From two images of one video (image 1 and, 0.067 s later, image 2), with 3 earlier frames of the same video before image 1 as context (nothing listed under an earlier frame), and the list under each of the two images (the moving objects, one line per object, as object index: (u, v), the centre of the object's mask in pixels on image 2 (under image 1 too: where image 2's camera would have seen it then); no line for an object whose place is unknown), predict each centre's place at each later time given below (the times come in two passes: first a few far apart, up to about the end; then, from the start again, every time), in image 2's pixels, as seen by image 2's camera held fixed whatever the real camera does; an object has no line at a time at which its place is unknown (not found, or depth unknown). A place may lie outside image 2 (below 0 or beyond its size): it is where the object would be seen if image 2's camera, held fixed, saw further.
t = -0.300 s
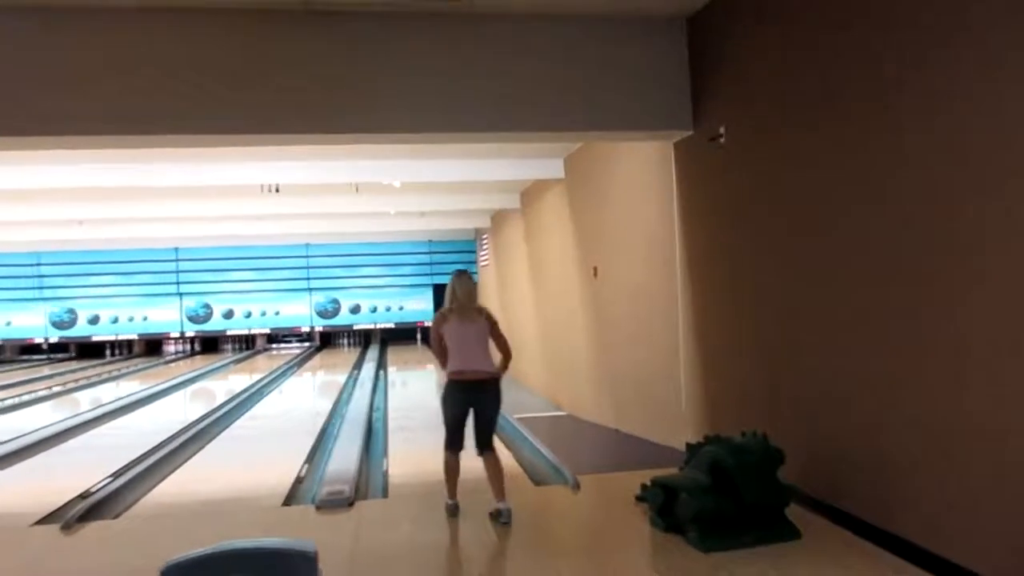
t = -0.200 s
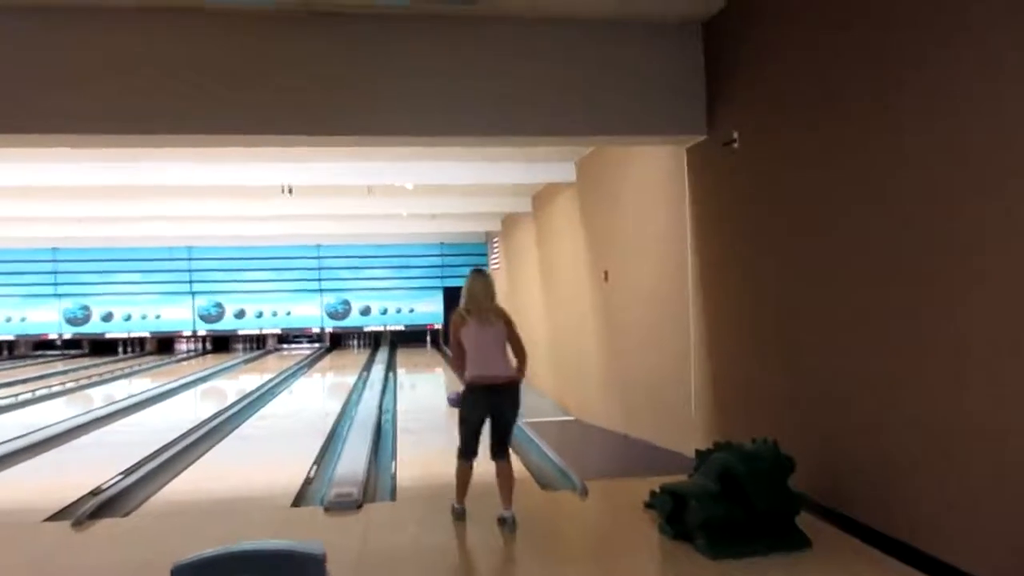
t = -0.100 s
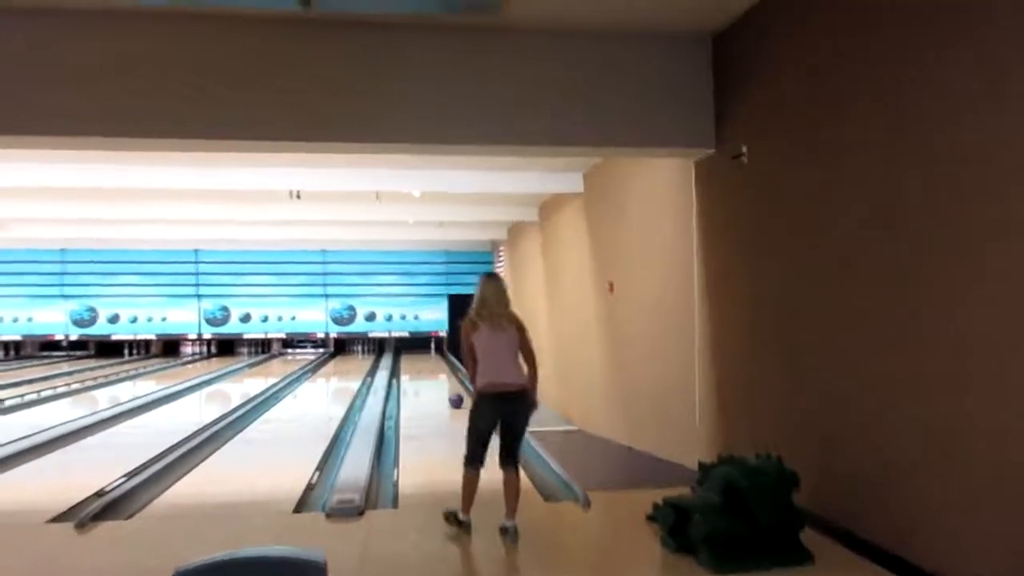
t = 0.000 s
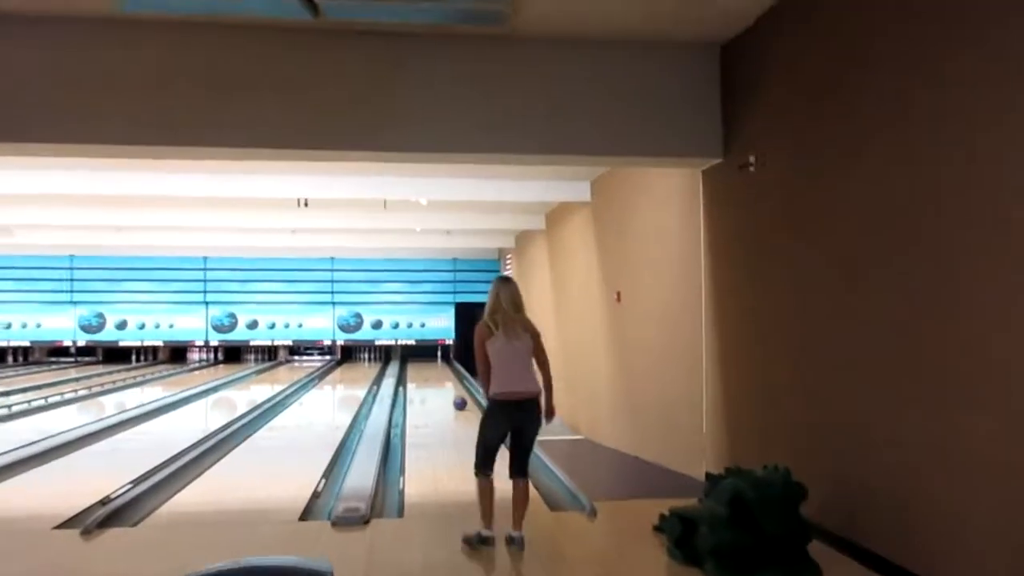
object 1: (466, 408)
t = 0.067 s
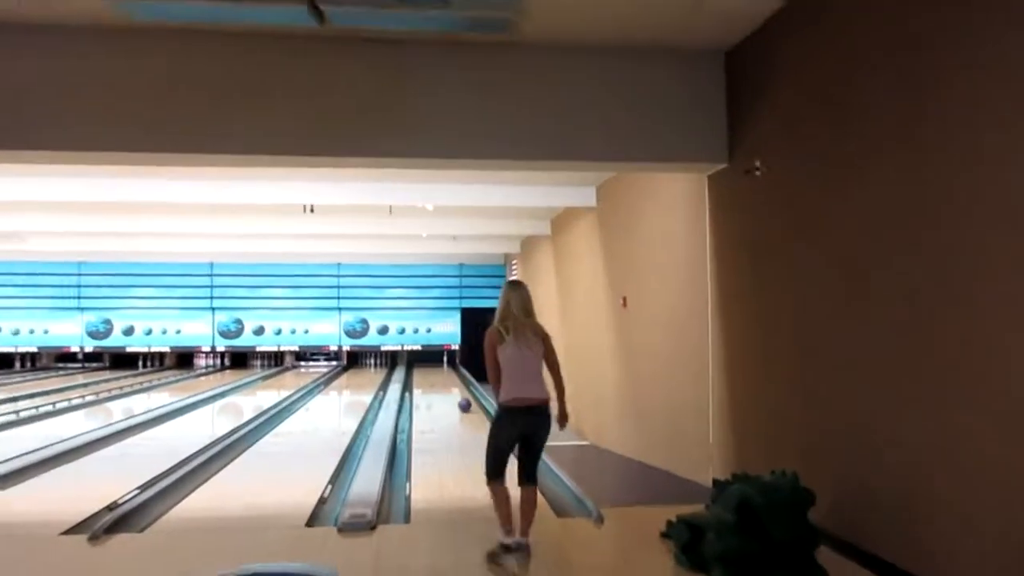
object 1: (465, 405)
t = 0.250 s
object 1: (462, 396)
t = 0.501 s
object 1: (458, 389)
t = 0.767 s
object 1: (455, 382)
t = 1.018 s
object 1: (453, 378)
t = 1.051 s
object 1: (452, 377)
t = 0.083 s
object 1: (465, 404)
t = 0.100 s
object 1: (464, 404)
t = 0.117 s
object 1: (464, 403)
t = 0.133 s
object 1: (464, 402)
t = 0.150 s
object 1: (463, 401)
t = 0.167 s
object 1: (463, 401)
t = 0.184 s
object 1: (463, 400)
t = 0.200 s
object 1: (462, 399)
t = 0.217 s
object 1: (462, 398)
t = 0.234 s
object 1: (462, 398)
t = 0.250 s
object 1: (462, 396)
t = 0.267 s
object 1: (461, 396)
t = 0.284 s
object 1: (461, 396)
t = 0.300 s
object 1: (461, 395)
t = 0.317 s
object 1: (460, 395)
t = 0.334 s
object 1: (460, 394)
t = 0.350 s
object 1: (460, 393)
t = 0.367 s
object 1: (460, 393)
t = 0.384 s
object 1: (459, 392)
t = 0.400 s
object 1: (459, 392)
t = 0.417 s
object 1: (459, 391)
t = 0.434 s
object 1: (458, 391)
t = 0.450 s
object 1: (458, 390)
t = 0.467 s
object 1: (458, 390)
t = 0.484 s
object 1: (458, 389)
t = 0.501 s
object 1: (458, 389)
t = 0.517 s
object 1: (457, 388)
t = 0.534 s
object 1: (457, 388)
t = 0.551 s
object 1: (457, 387)
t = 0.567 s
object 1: (457, 387)
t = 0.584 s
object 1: (457, 386)
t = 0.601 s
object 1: (457, 386)
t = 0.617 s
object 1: (457, 385)
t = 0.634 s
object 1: (457, 385)
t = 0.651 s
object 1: (456, 384)
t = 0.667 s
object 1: (456, 384)
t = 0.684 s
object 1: (456, 384)
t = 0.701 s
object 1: (456, 384)
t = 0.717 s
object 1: (456, 384)
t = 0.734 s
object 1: (455, 383)
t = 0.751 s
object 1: (455, 382)
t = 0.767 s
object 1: (455, 382)
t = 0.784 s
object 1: (455, 382)
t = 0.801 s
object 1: (455, 382)
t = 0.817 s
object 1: (455, 381)
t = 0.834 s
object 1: (454, 381)
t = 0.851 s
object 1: (454, 380)
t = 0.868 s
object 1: (454, 380)
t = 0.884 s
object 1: (454, 379)
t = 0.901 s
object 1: (454, 379)
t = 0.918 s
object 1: (454, 379)
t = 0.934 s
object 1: (454, 379)
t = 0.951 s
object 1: (453, 378)
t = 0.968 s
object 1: (453, 378)
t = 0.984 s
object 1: (453, 378)
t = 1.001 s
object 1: (453, 378)
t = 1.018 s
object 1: (453, 378)
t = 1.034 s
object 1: (453, 377)
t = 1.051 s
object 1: (452, 377)
